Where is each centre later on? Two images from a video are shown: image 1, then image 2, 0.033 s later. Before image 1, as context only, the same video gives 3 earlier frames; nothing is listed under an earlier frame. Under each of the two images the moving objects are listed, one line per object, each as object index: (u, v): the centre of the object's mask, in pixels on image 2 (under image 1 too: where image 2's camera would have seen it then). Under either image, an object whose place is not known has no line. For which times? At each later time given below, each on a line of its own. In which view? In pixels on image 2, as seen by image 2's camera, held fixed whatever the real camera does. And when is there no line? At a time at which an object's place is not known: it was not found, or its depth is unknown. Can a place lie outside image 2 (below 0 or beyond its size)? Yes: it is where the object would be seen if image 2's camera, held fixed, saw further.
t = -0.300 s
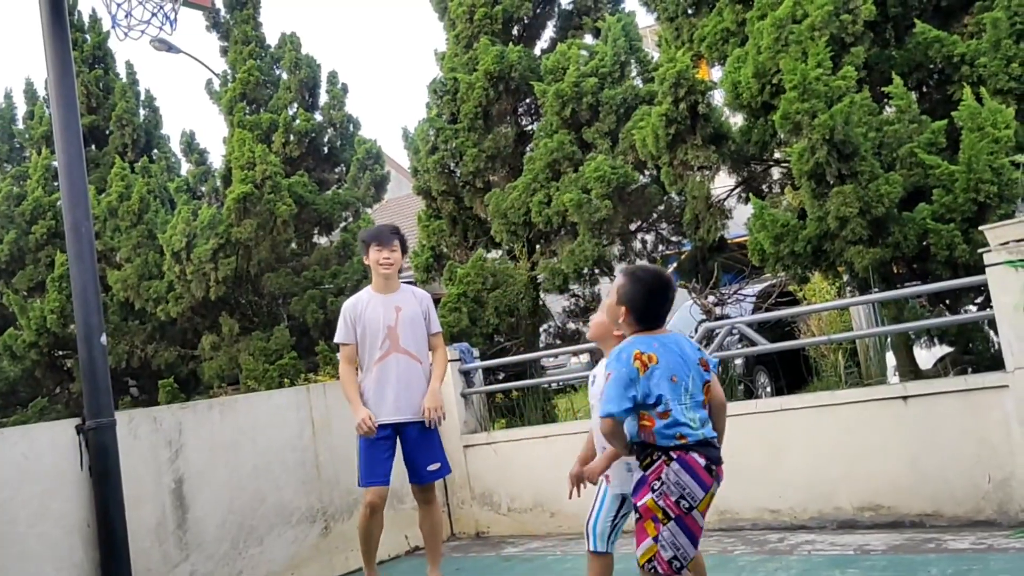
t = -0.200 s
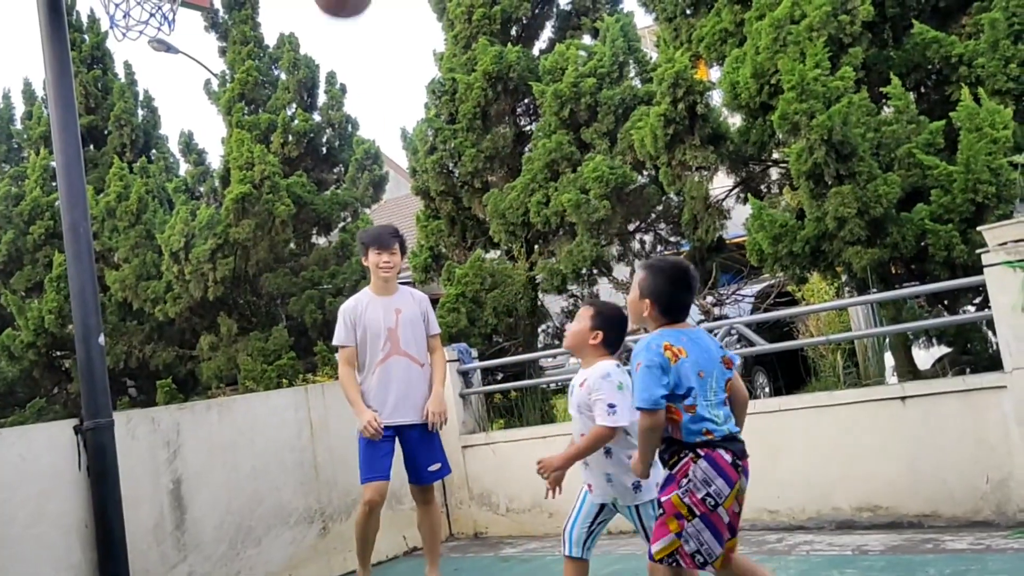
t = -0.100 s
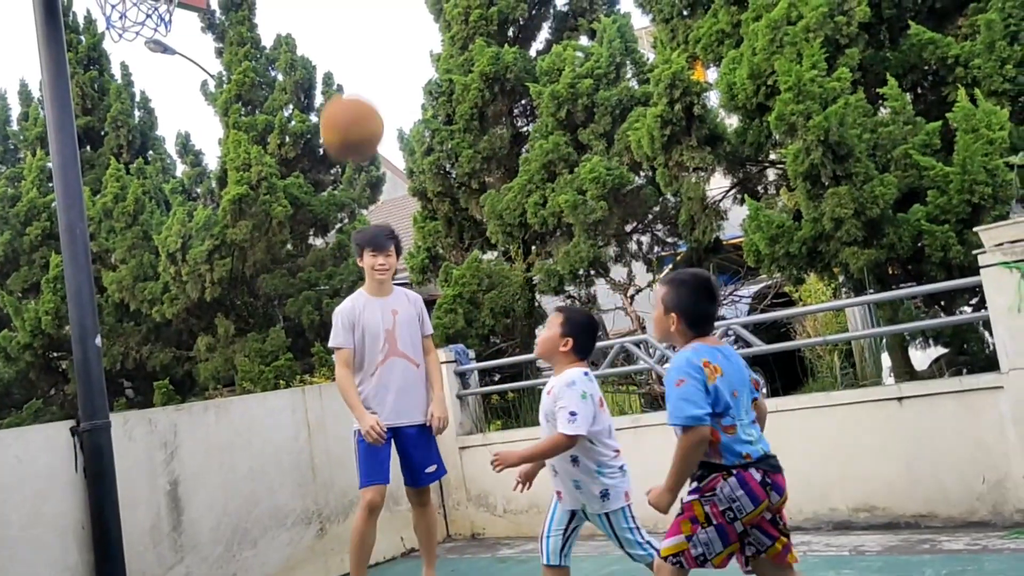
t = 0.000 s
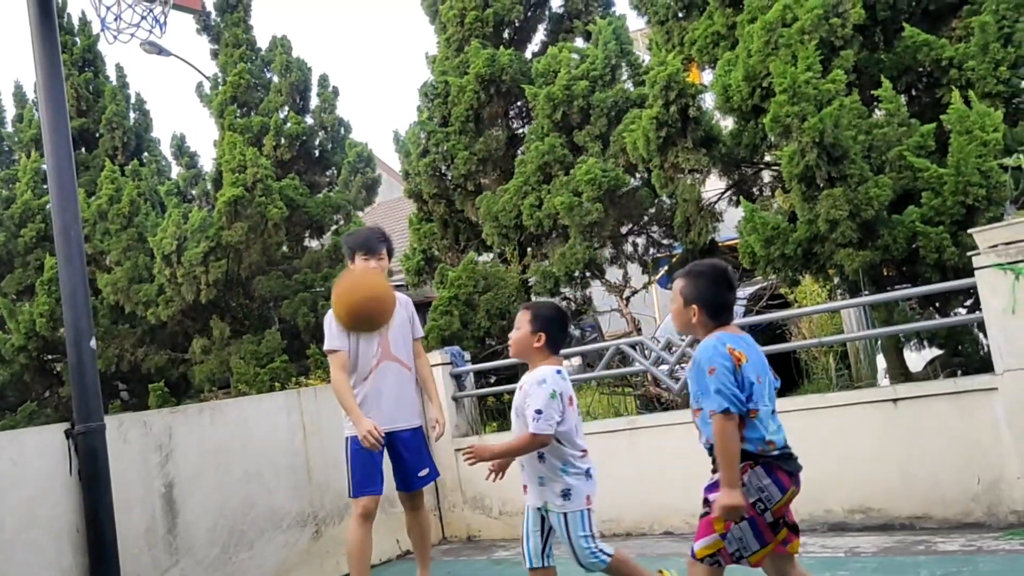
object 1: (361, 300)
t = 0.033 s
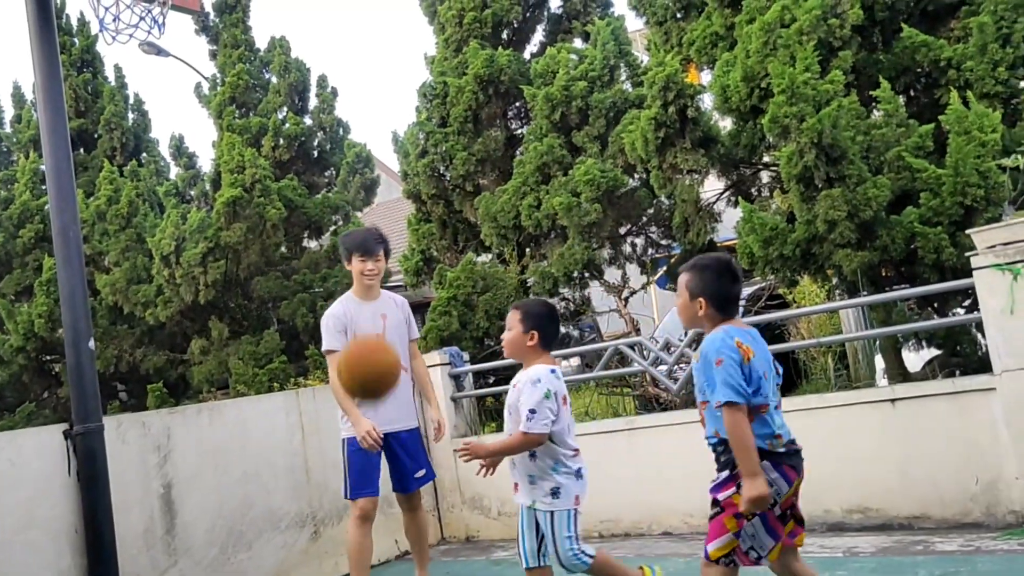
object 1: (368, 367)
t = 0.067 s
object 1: (376, 439)
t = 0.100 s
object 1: (383, 511)
